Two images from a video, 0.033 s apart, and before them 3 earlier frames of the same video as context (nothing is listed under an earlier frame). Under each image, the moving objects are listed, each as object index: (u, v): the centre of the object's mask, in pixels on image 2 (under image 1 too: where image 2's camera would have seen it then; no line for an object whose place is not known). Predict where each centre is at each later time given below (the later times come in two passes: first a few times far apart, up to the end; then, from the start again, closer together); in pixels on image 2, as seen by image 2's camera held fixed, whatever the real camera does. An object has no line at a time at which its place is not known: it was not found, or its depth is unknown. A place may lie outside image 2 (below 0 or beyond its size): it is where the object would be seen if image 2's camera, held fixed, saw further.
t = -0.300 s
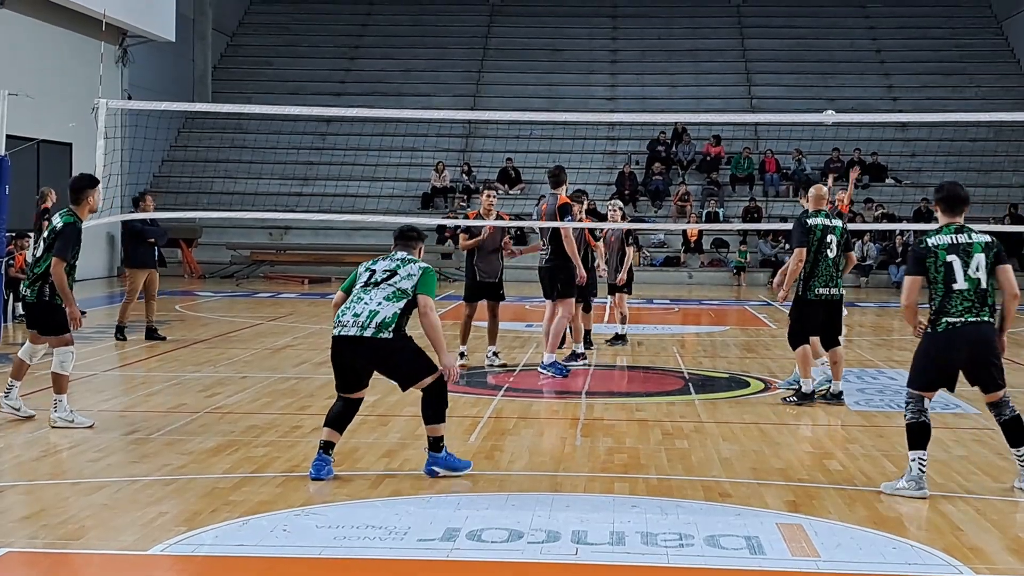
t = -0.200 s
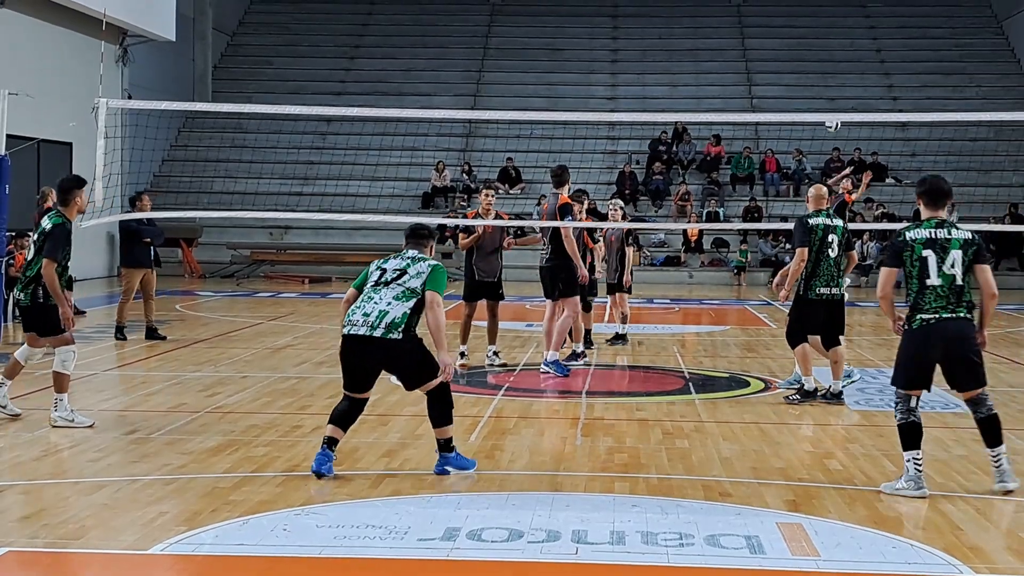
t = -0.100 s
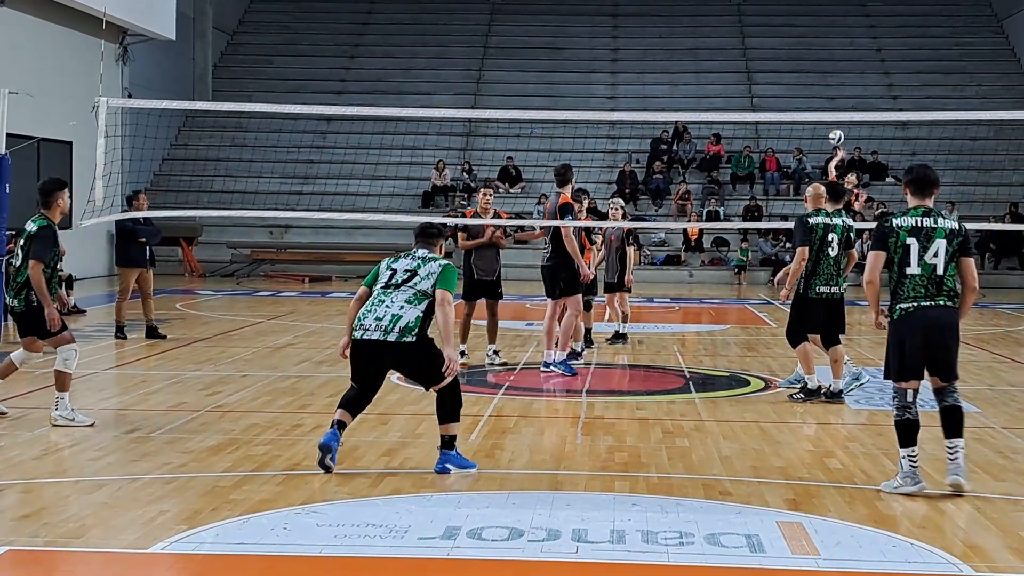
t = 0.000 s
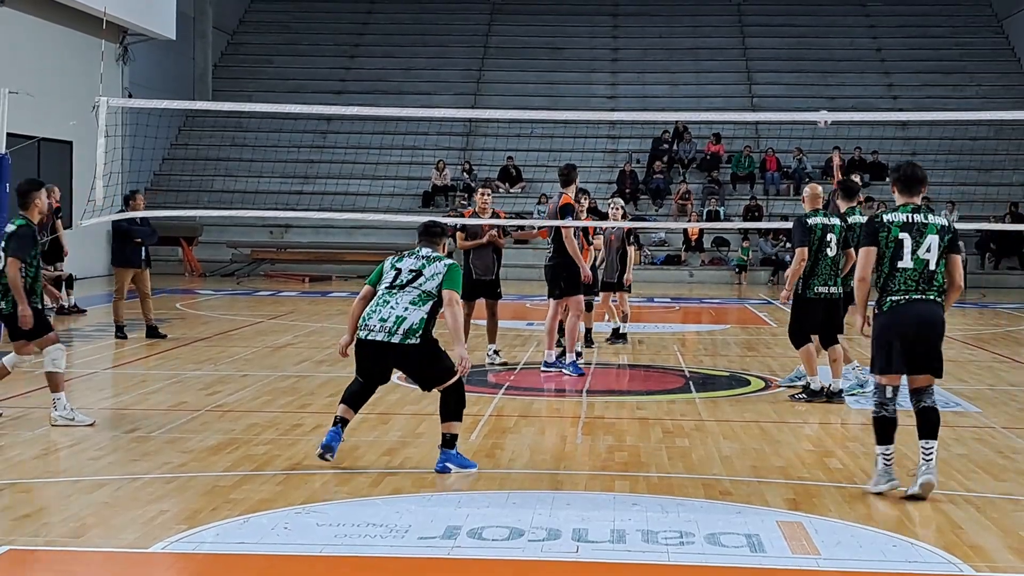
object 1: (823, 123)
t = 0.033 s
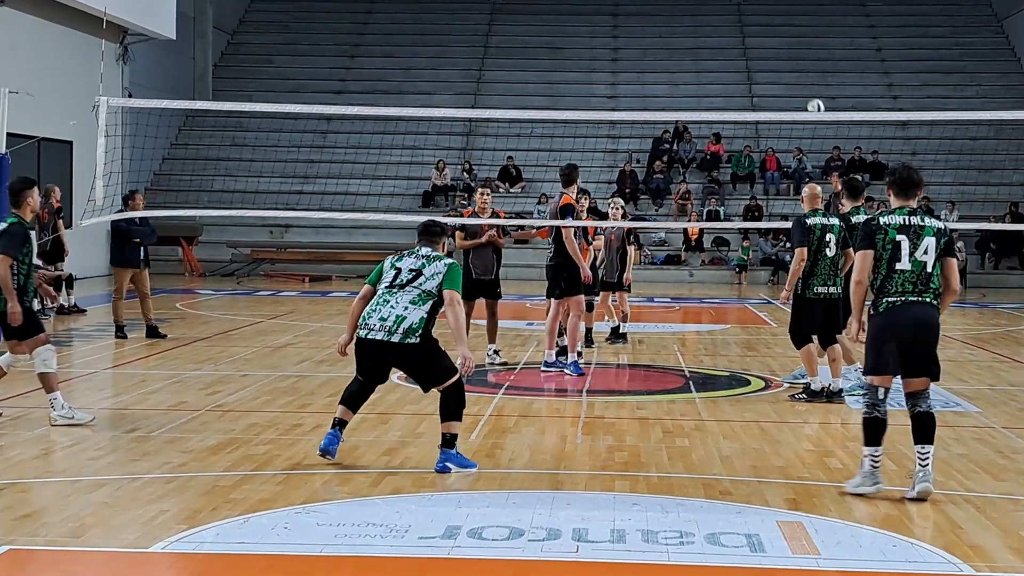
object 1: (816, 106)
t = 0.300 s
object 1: (741, 32)
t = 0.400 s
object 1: (700, 15)
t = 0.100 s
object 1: (800, 86)
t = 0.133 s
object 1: (792, 76)
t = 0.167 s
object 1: (783, 65)
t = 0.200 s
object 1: (774, 56)
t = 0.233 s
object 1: (764, 47)
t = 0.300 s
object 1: (741, 32)
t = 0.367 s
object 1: (715, 20)
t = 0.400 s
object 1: (700, 15)
